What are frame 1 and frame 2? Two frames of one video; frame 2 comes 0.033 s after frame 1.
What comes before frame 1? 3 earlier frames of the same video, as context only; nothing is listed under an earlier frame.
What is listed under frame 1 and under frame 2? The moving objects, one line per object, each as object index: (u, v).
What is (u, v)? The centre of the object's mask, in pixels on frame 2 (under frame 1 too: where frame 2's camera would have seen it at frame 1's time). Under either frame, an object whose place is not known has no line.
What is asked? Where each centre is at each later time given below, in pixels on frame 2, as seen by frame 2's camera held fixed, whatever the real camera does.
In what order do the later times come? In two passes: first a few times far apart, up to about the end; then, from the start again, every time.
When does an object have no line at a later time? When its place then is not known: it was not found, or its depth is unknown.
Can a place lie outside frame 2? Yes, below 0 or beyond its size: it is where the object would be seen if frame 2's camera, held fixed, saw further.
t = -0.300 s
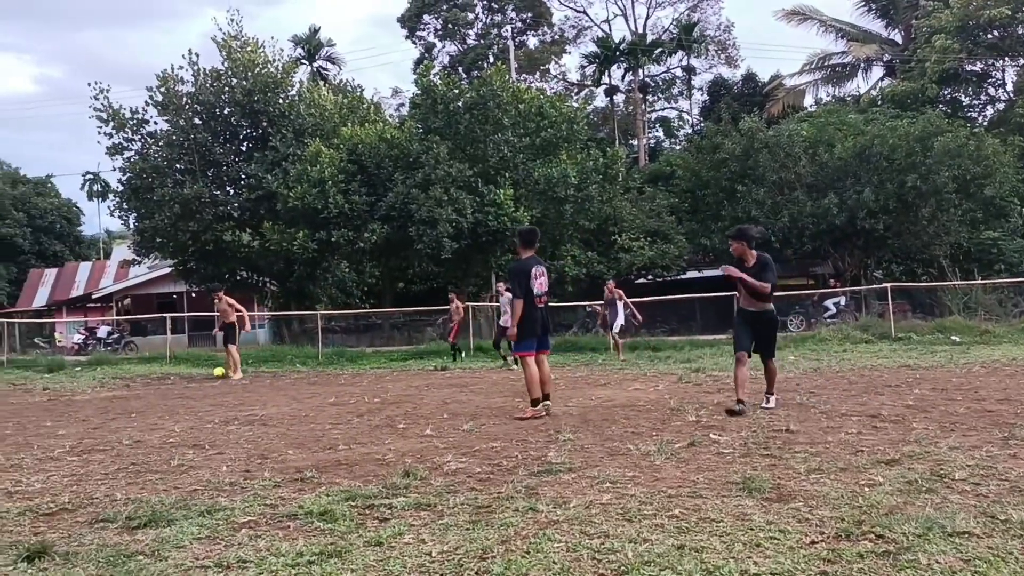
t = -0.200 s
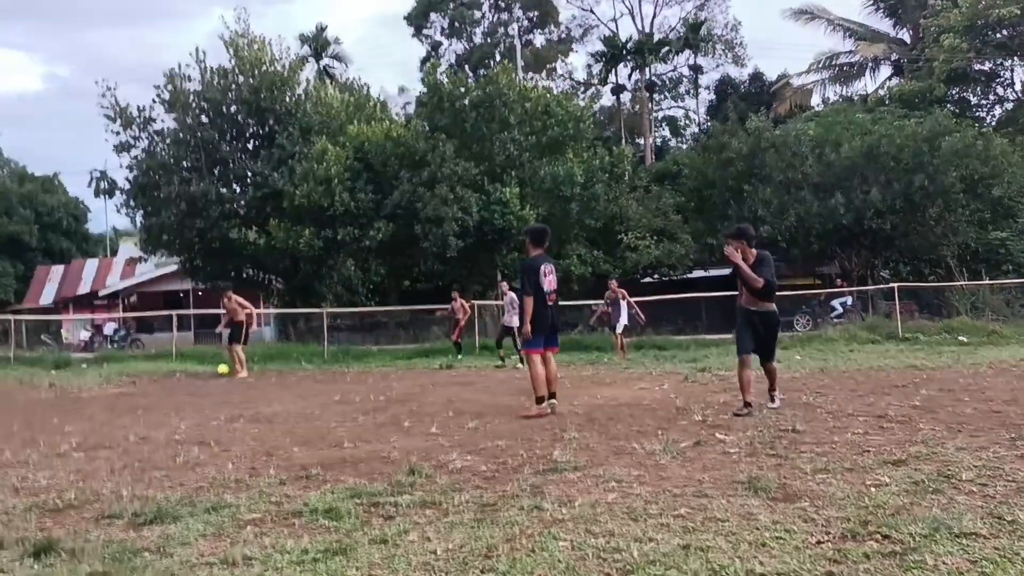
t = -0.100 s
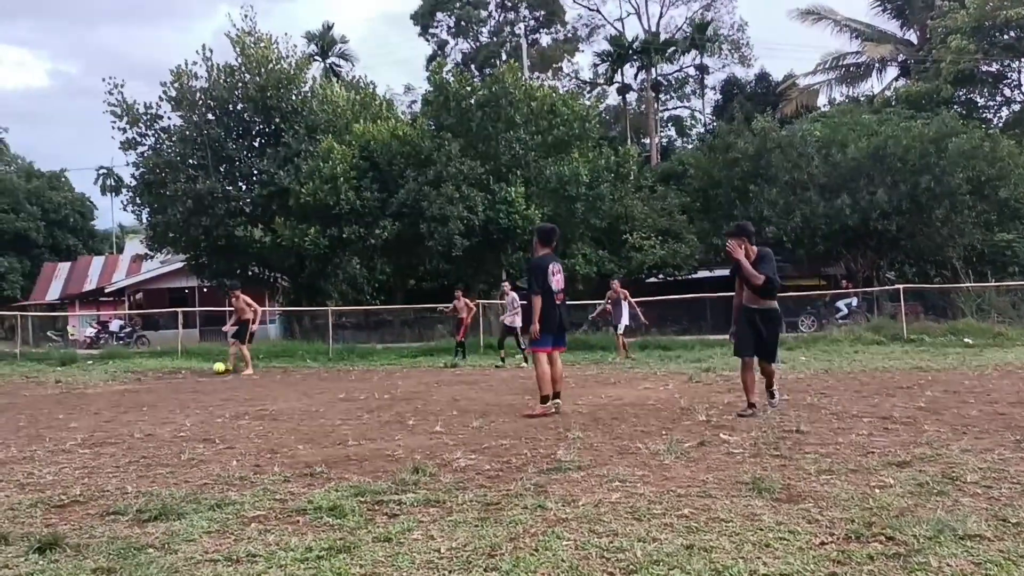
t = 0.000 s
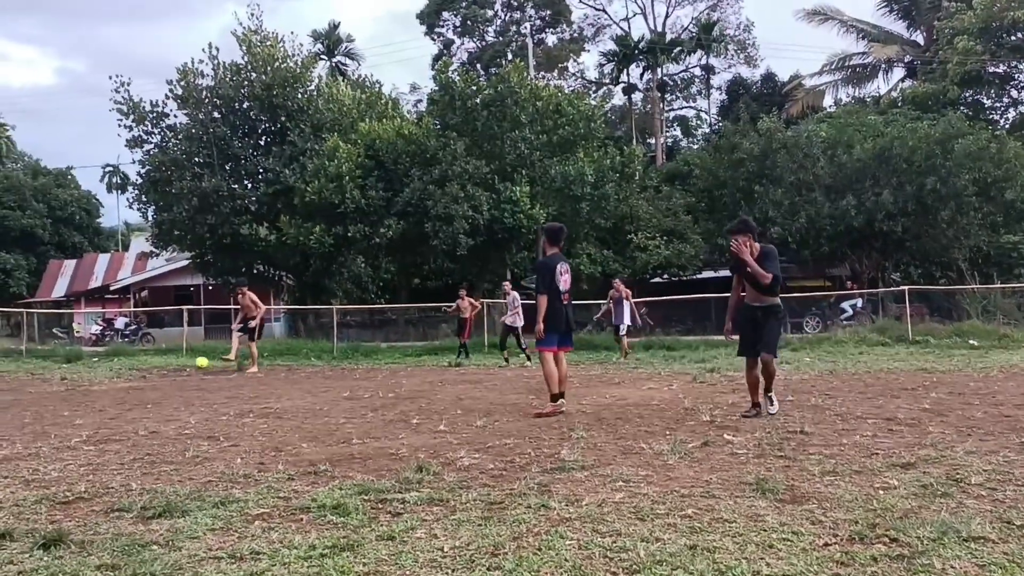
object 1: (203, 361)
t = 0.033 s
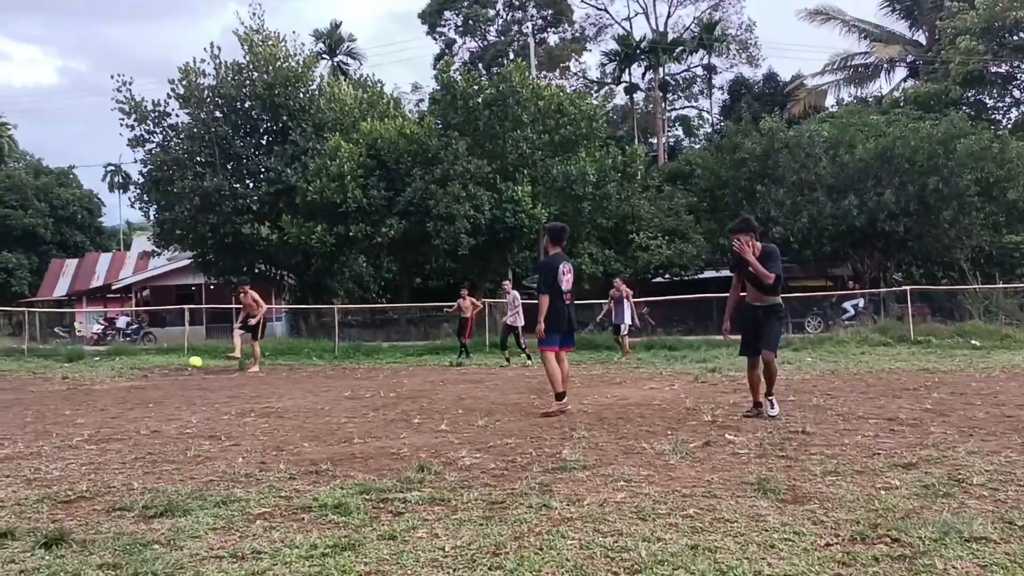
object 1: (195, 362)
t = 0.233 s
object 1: (149, 370)
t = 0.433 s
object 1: (111, 372)
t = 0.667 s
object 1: (63, 376)
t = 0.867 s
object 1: (19, 381)
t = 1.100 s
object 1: (-34, 385)
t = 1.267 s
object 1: (-74, 389)
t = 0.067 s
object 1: (188, 363)
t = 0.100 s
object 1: (180, 364)
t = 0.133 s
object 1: (172, 366)
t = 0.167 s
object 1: (163, 369)
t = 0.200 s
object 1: (156, 371)
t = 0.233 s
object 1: (149, 370)
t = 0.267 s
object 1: (143, 369)
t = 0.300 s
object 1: (137, 368)
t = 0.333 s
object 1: (130, 367)
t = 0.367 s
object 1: (124, 368)
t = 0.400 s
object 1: (117, 370)
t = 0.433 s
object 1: (111, 372)
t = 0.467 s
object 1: (104, 374)
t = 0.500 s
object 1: (97, 372)
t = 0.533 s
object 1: (91, 372)
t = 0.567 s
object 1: (84, 372)
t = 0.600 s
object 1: (77, 373)
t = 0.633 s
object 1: (70, 375)
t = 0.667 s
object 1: (63, 376)
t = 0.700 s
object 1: (56, 377)
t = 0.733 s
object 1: (49, 378)
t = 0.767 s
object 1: (42, 377)
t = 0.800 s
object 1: (34, 377)
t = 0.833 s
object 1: (27, 379)
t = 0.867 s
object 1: (19, 381)
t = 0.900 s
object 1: (12, 382)
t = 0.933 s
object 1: (4, 382)
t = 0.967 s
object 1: (-3, 382)
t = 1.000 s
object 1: (-11, 383)
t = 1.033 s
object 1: (-19, 384)
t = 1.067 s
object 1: (-26, 385)
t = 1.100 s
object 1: (-34, 385)
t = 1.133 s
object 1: (-42, 387)
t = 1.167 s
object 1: (-50, 387)
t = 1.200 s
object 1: (-59, 387)
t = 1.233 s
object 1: (-66, 389)
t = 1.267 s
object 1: (-74, 389)
